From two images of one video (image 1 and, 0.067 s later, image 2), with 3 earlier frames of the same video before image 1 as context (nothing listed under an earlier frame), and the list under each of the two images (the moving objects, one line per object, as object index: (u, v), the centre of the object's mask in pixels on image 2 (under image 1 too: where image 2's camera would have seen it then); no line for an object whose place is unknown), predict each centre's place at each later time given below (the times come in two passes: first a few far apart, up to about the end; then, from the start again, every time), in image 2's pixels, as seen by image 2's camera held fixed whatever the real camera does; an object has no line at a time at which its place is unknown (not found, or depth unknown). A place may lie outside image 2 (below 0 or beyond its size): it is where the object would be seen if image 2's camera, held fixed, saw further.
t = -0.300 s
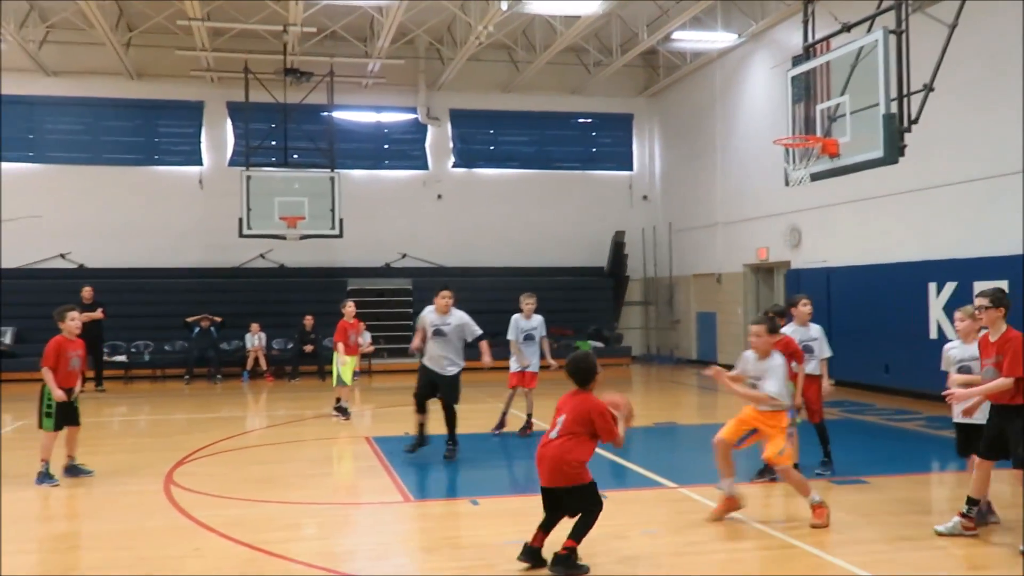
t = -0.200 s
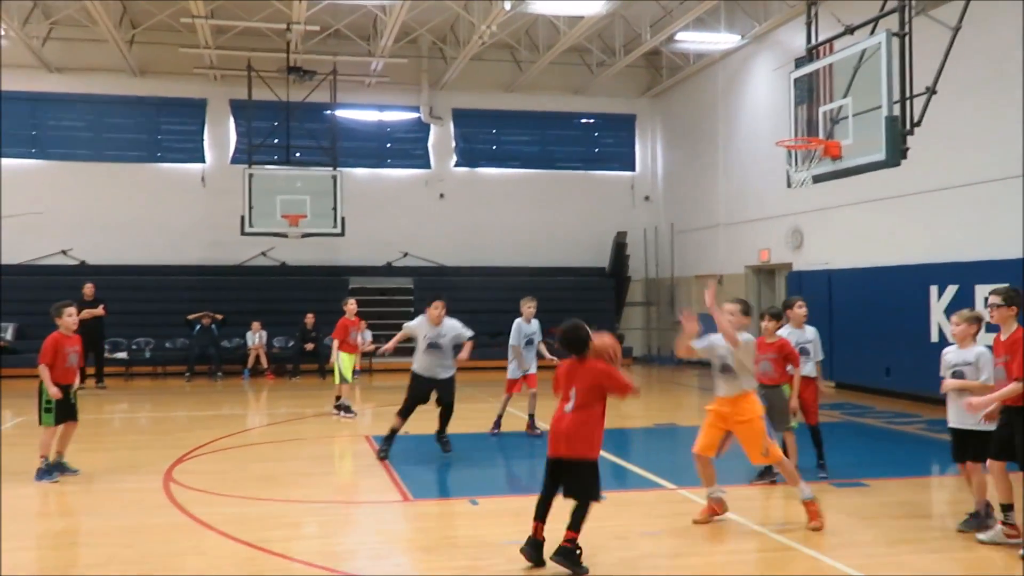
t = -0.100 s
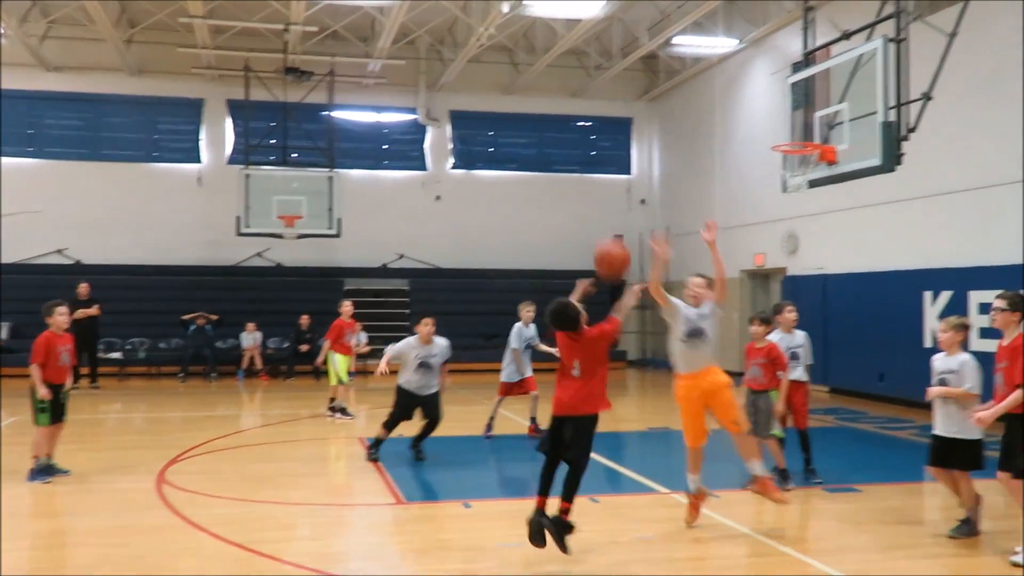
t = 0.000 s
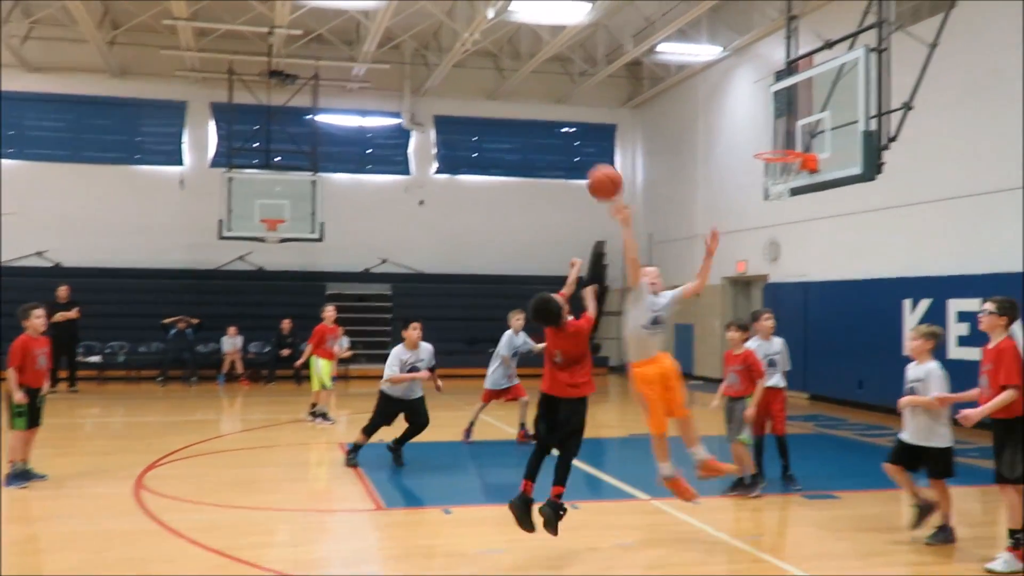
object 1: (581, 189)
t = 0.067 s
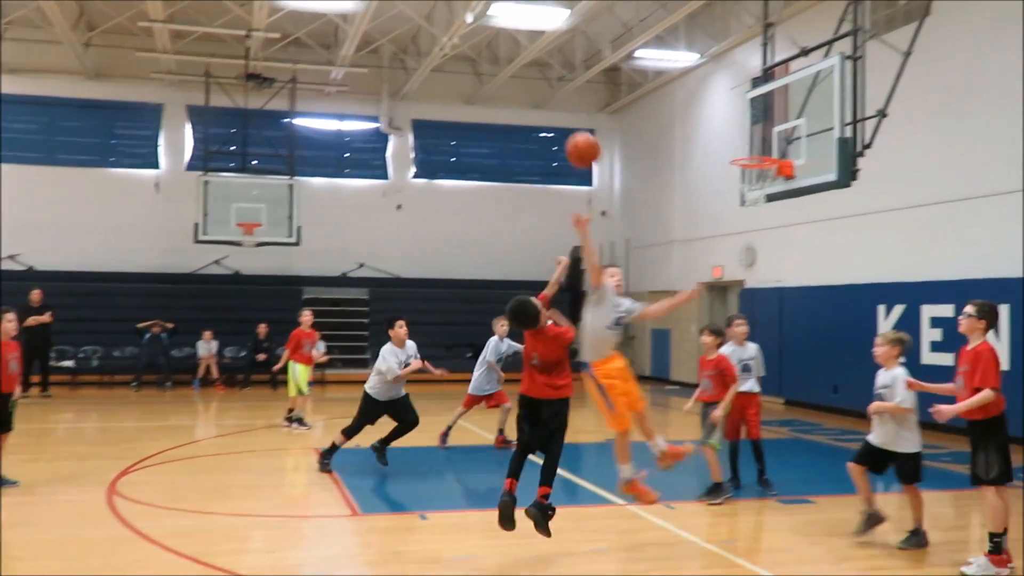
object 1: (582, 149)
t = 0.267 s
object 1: (584, 82)
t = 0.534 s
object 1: (586, 83)
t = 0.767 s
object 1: (584, 150)
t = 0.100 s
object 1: (584, 133)
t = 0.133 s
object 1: (584, 120)
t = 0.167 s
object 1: (584, 108)
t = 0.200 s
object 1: (584, 97)
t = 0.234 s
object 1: (584, 89)
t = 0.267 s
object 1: (584, 82)
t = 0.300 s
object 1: (585, 77)
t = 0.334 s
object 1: (585, 73)
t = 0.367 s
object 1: (585, 71)
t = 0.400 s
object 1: (585, 71)
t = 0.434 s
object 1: (586, 72)
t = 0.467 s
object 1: (586, 74)
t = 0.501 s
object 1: (586, 78)
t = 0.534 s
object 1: (586, 83)
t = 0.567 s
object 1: (585, 89)
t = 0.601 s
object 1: (586, 96)
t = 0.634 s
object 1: (586, 105)
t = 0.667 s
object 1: (585, 115)
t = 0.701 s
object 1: (585, 126)
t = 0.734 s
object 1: (585, 138)
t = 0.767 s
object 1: (584, 150)
